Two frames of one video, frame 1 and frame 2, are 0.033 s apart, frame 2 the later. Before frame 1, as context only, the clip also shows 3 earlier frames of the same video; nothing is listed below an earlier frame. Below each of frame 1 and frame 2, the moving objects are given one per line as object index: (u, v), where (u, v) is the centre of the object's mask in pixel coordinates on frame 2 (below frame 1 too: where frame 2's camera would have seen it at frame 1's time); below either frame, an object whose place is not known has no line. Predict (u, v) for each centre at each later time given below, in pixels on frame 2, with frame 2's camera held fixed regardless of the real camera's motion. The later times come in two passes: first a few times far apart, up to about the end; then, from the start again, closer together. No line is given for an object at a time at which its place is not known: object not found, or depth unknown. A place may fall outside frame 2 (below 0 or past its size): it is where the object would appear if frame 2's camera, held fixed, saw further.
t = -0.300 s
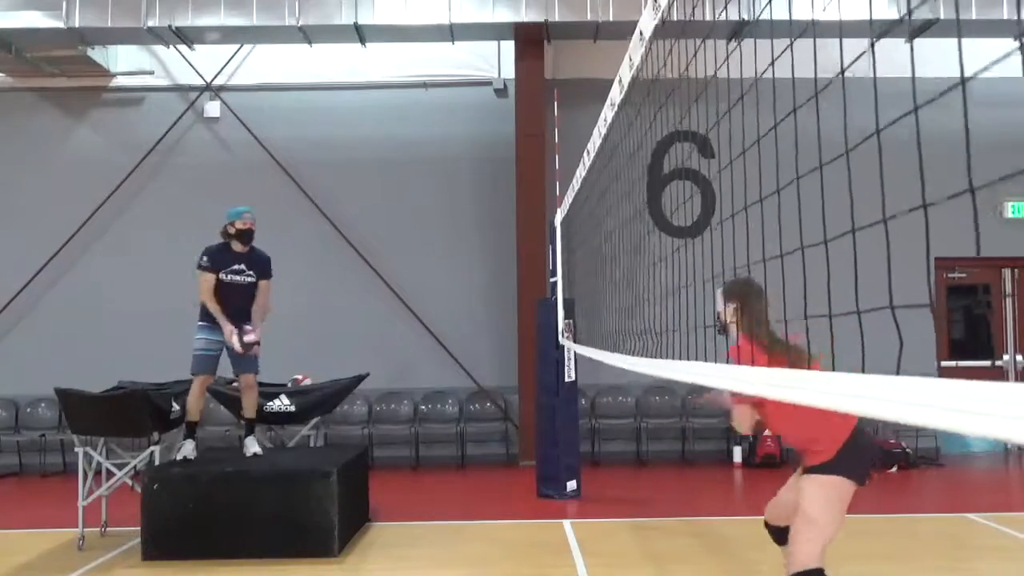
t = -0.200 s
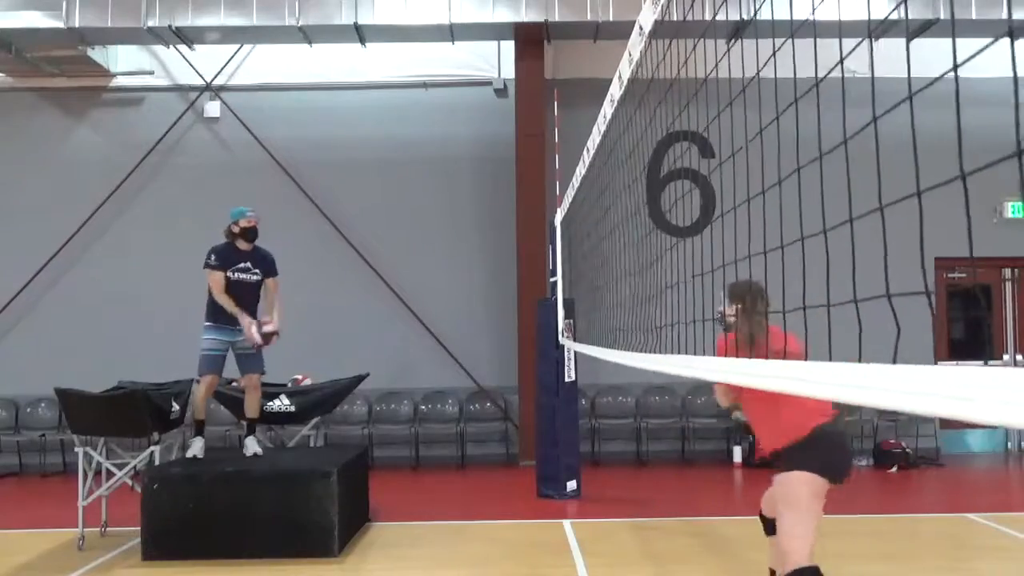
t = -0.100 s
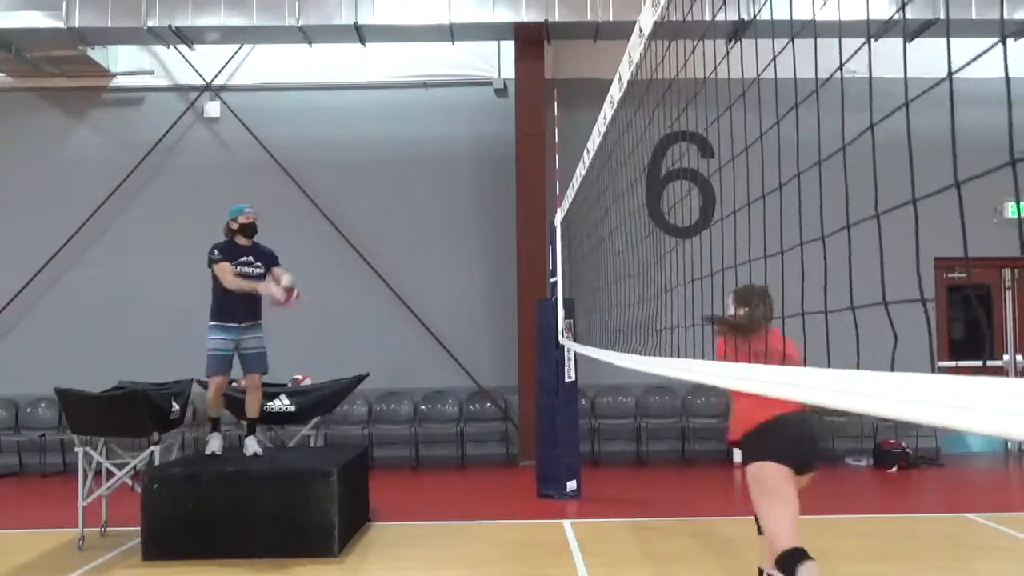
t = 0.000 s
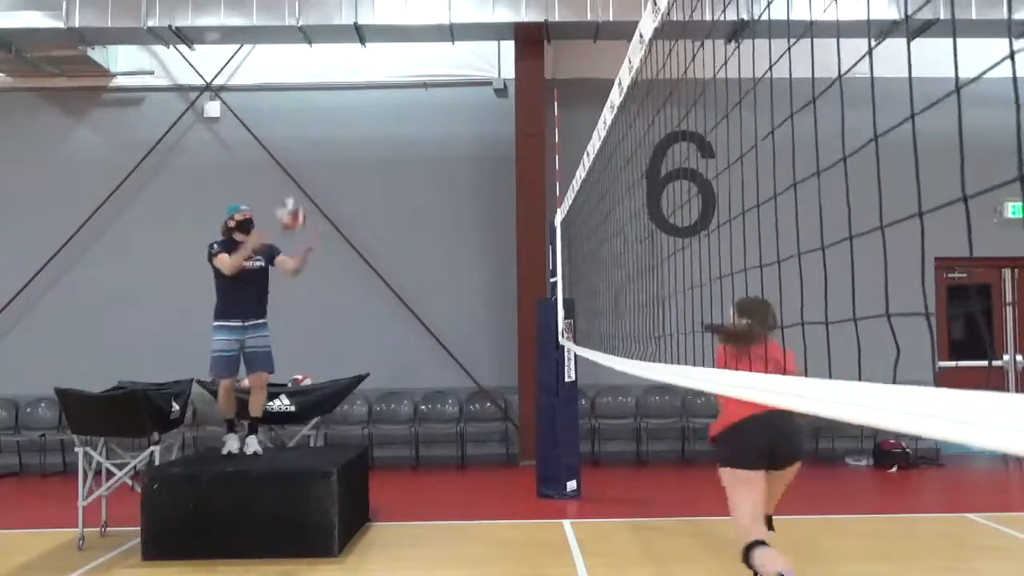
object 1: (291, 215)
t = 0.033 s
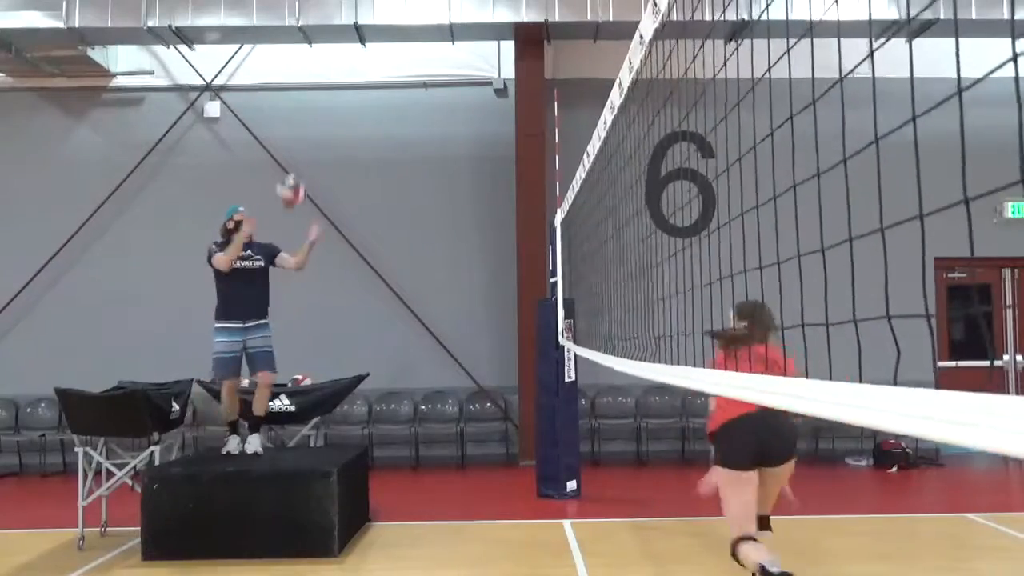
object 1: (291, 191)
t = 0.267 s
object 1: (299, 75)
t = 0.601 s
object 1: (311, 39)
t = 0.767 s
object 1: (319, 78)
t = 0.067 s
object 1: (292, 170)
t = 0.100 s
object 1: (293, 150)
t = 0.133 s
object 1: (295, 133)
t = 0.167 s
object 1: (295, 114)
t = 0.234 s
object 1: (298, 86)
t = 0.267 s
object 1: (299, 75)
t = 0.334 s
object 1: (301, 54)
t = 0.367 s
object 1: (303, 47)
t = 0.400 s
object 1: (304, 41)
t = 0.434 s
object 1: (306, 38)
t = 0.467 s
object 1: (307, 35)
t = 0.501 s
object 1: (308, 34)
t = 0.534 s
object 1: (309, 34)
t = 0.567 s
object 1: (310, 36)
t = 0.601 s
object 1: (311, 39)
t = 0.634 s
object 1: (313, 43)
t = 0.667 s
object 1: (314, 50)
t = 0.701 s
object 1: (315, 57)
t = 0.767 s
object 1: (319, 78)
